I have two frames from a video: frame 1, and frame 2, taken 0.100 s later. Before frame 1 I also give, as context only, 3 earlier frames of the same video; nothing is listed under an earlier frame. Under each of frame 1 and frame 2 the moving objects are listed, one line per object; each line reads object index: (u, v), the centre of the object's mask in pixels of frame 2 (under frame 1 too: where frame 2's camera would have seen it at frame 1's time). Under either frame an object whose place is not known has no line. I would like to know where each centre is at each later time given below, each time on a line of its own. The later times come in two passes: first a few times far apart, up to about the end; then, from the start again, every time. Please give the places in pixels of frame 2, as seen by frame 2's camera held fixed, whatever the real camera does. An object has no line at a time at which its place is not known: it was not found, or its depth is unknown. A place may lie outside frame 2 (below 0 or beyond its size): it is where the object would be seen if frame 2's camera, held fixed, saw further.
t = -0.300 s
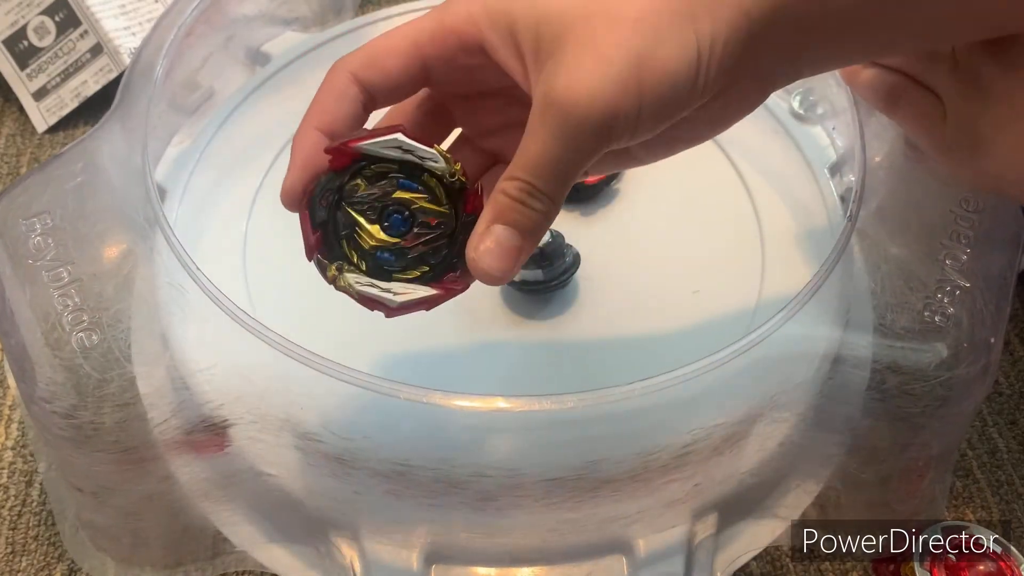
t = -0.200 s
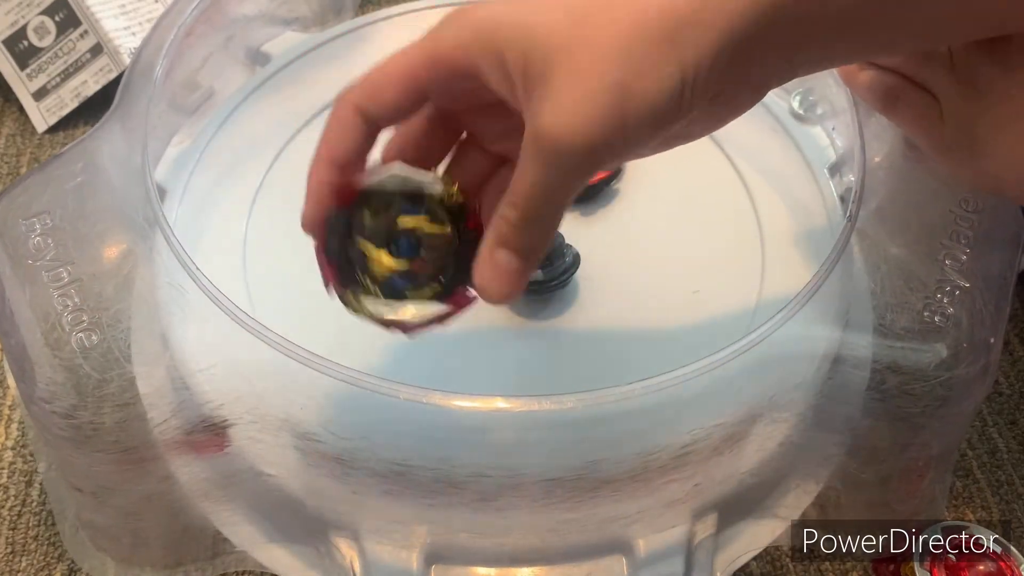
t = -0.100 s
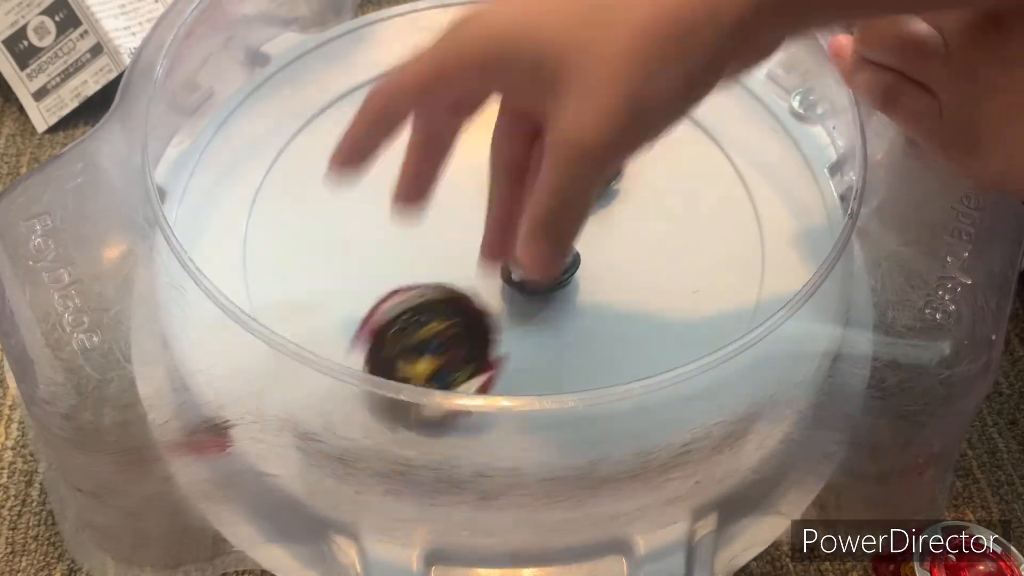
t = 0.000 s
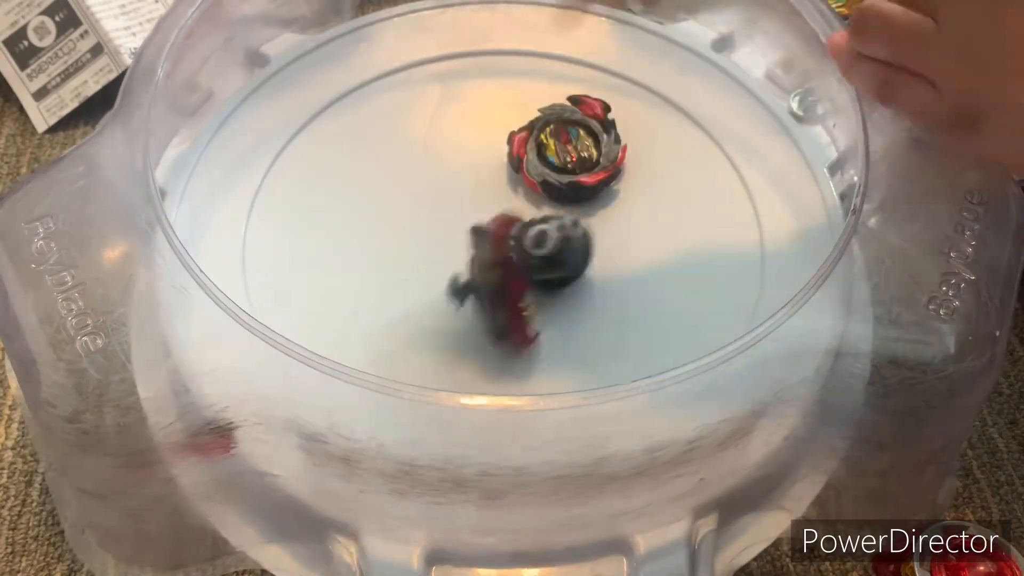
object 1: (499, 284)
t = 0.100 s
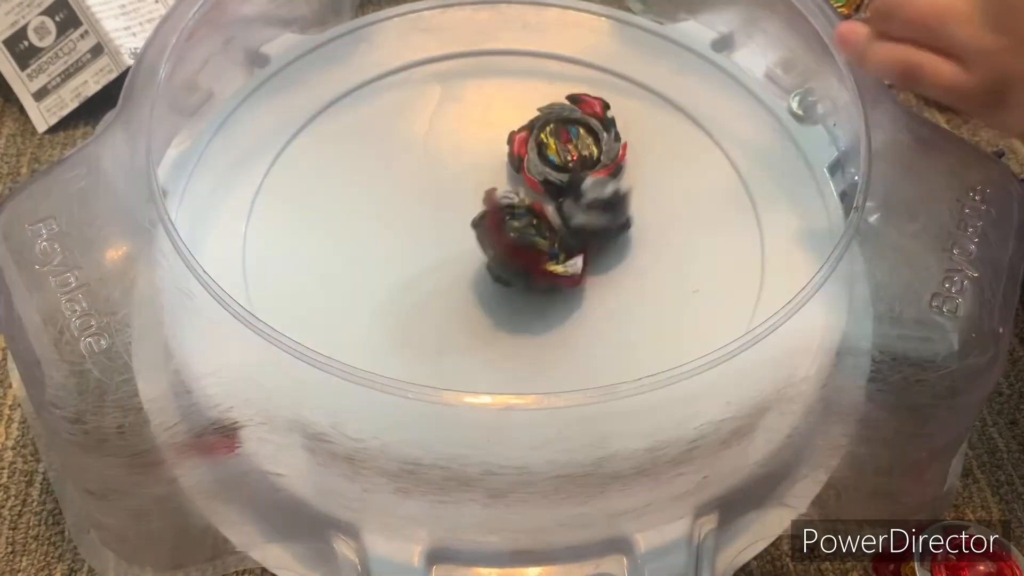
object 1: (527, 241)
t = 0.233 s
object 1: (523, 229)
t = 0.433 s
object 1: (520, 231)
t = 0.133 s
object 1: (528, 236)
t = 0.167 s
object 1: (526, 234)
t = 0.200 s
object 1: (524, 230)
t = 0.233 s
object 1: (523, 229)
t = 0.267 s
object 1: (522, 228)
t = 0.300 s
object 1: (521, 228)
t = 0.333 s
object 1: (521, 229)
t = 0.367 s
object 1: (521, 229)
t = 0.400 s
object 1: (520, 230)
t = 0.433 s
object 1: (520, 231)
